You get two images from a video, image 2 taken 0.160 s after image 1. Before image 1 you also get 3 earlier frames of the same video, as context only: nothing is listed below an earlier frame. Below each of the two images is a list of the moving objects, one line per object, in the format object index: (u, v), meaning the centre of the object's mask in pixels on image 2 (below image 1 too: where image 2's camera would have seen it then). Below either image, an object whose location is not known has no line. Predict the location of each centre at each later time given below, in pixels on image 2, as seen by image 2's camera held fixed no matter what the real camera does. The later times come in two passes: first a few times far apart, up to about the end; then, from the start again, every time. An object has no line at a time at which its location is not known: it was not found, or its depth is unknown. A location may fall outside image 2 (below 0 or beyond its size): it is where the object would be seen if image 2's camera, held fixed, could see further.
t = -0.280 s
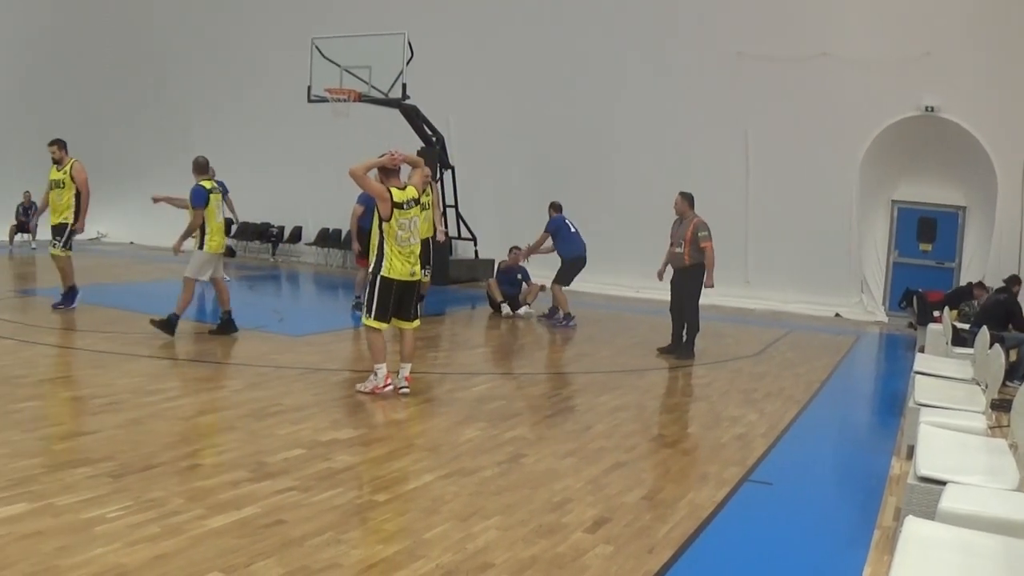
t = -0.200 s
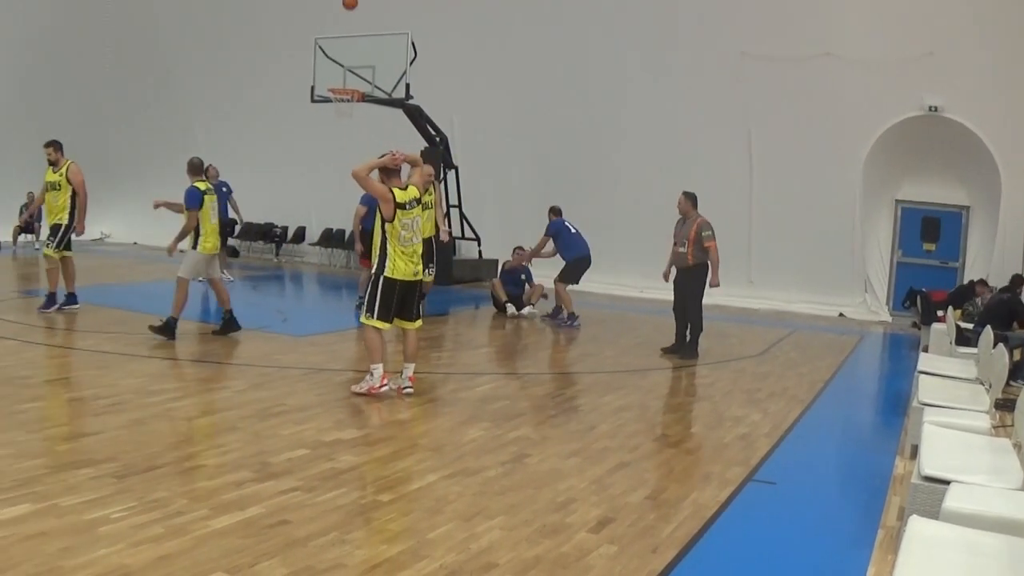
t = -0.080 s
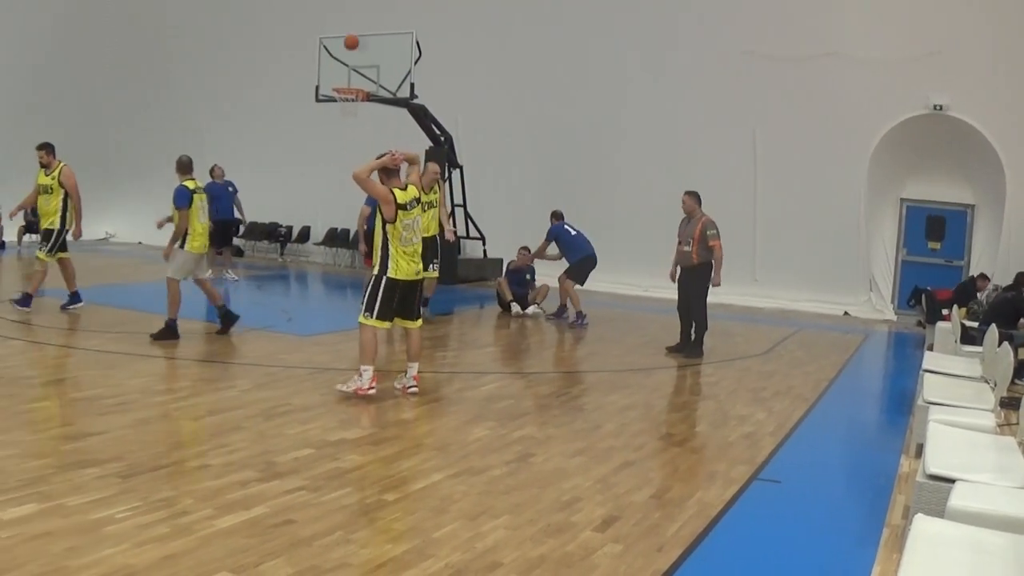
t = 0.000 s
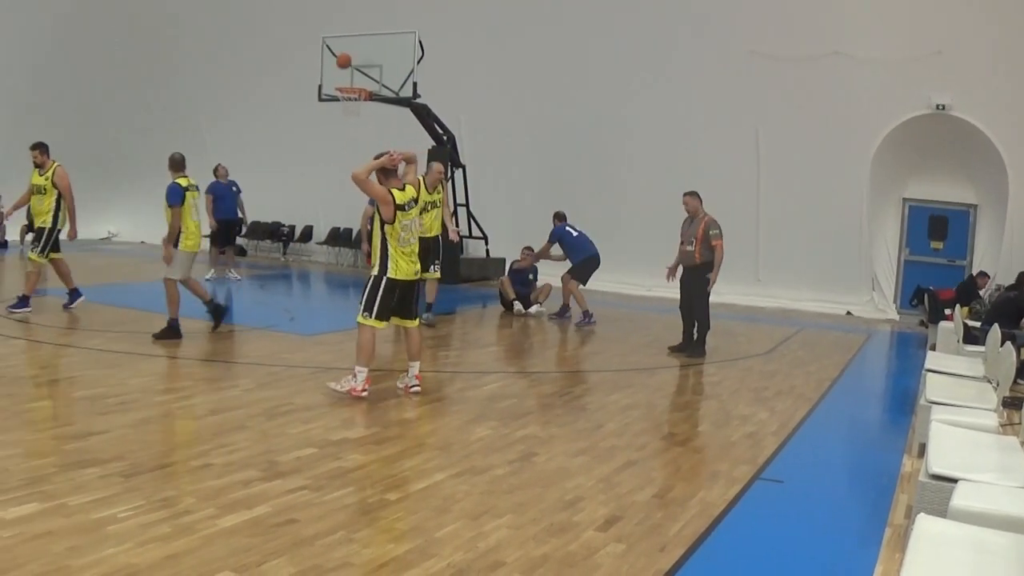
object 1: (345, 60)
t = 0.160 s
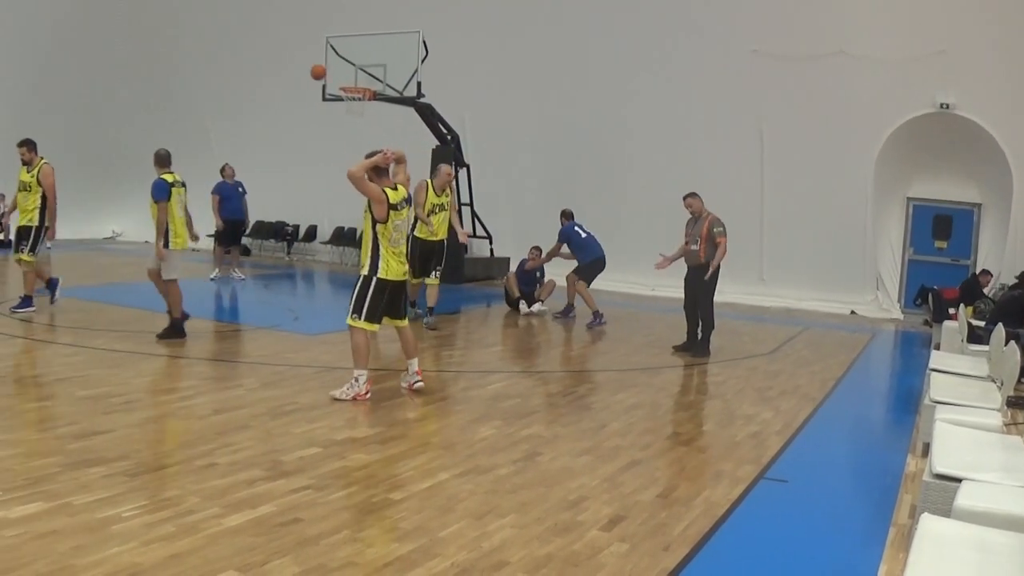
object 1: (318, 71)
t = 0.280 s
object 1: (290, 64)
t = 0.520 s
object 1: (231, 79)
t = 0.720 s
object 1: (178, 122)
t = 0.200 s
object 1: (309, 68)
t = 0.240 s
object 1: (300, 66)
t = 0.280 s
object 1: (290, 64)
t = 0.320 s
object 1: (281, 64)
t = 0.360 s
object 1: (271, 65)
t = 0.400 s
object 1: (261, 67)
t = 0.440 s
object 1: (251, 70)
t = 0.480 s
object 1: (241, 74)
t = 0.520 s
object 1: (231, 79)
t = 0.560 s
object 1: (220, 85)
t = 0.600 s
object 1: (210, 93)
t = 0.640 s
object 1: (199, 101)
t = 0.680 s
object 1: (188, 111)
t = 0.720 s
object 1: (178, 122)
